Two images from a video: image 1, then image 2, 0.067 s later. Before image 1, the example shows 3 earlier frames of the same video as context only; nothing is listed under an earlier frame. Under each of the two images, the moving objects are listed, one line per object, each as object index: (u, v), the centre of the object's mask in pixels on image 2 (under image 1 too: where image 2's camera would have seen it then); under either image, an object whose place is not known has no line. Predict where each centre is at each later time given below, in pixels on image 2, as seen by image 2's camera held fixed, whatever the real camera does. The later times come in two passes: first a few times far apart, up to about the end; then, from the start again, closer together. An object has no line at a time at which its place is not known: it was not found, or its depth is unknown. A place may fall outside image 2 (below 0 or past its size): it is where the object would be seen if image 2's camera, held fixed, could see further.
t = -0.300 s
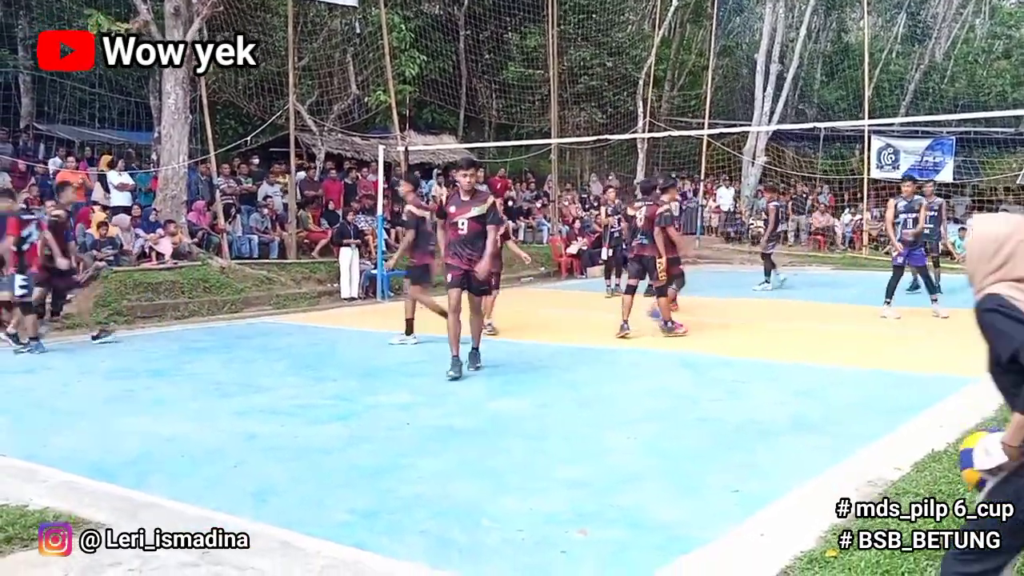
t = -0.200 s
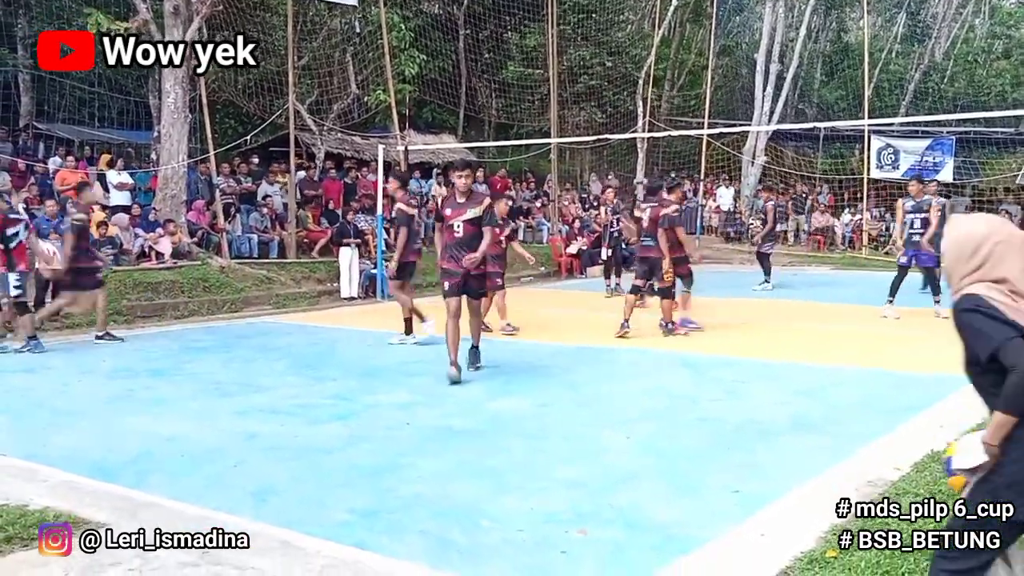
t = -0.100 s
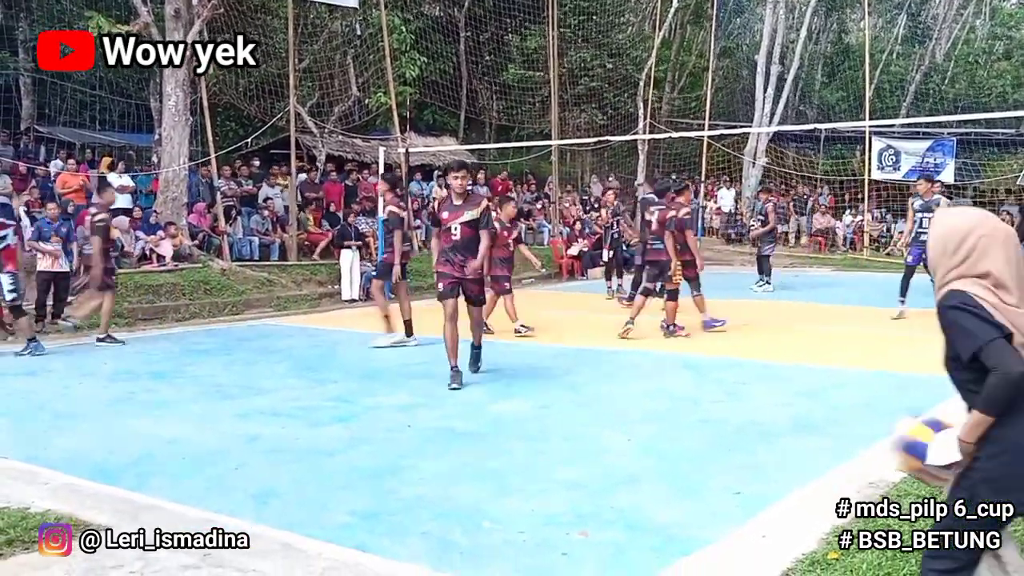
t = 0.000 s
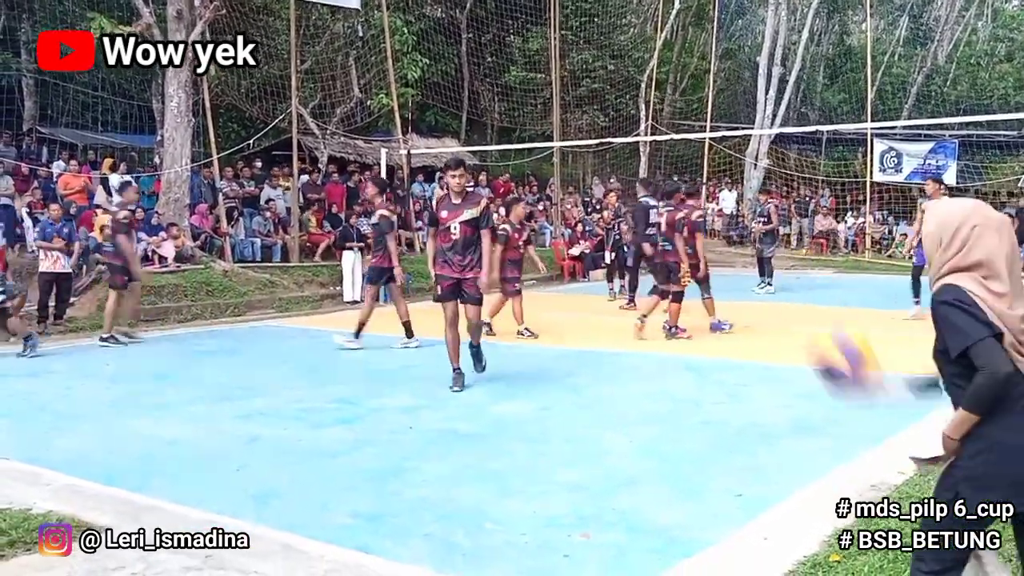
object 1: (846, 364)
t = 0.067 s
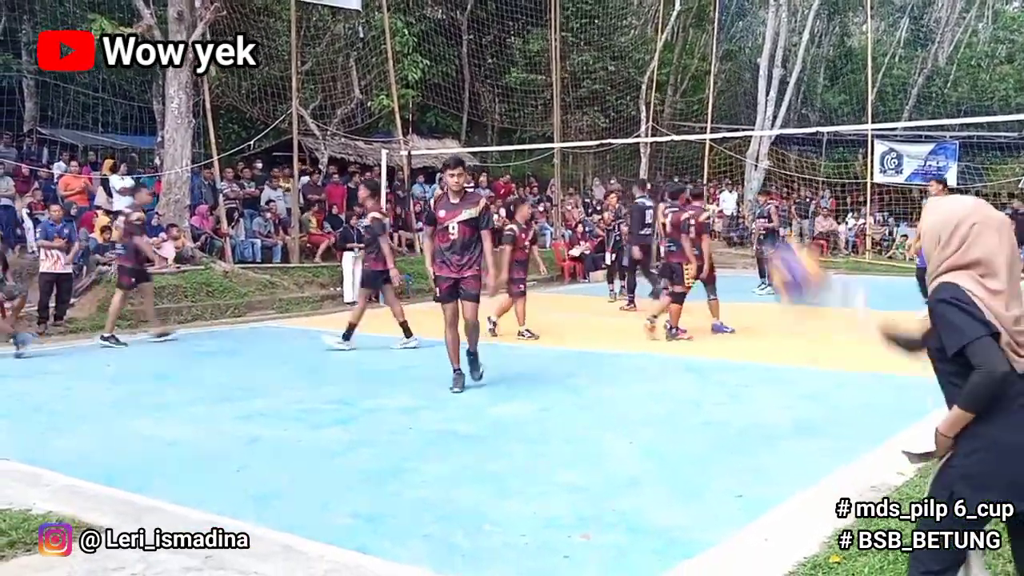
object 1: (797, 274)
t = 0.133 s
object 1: (759, 198)
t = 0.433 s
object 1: (611, 57)
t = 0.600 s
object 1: (550, 74)
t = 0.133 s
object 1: (759, 198)
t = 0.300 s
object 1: (669, 89)
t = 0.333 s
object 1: (654, 76)
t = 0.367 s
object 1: (636, 65)
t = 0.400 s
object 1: (623, 61)
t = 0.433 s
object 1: (611, 57)
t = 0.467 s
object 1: (599, 55)
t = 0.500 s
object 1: (586, 56)
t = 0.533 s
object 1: (574, 60)
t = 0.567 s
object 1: (562, 66)
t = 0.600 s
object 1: (550, 74)
